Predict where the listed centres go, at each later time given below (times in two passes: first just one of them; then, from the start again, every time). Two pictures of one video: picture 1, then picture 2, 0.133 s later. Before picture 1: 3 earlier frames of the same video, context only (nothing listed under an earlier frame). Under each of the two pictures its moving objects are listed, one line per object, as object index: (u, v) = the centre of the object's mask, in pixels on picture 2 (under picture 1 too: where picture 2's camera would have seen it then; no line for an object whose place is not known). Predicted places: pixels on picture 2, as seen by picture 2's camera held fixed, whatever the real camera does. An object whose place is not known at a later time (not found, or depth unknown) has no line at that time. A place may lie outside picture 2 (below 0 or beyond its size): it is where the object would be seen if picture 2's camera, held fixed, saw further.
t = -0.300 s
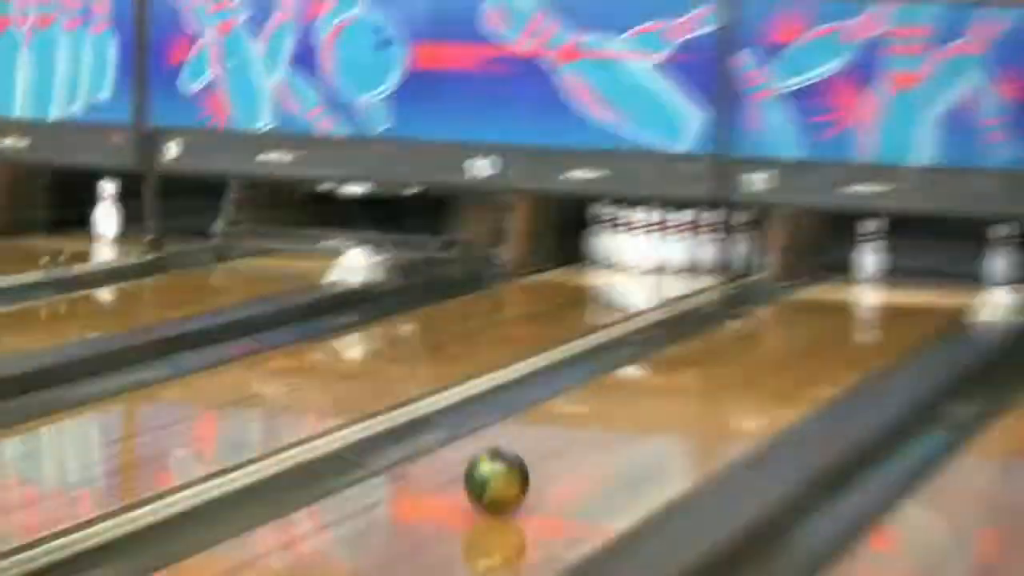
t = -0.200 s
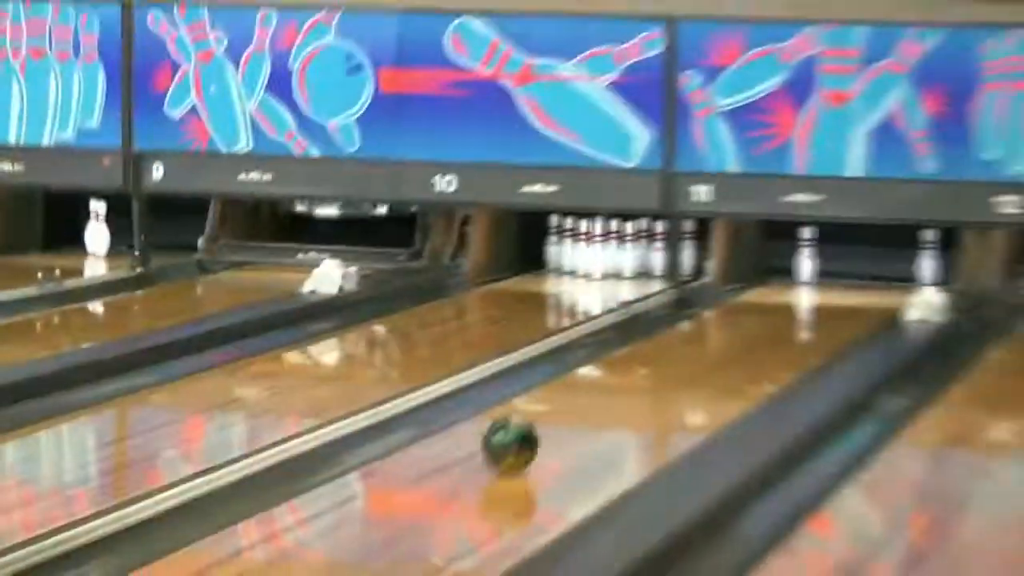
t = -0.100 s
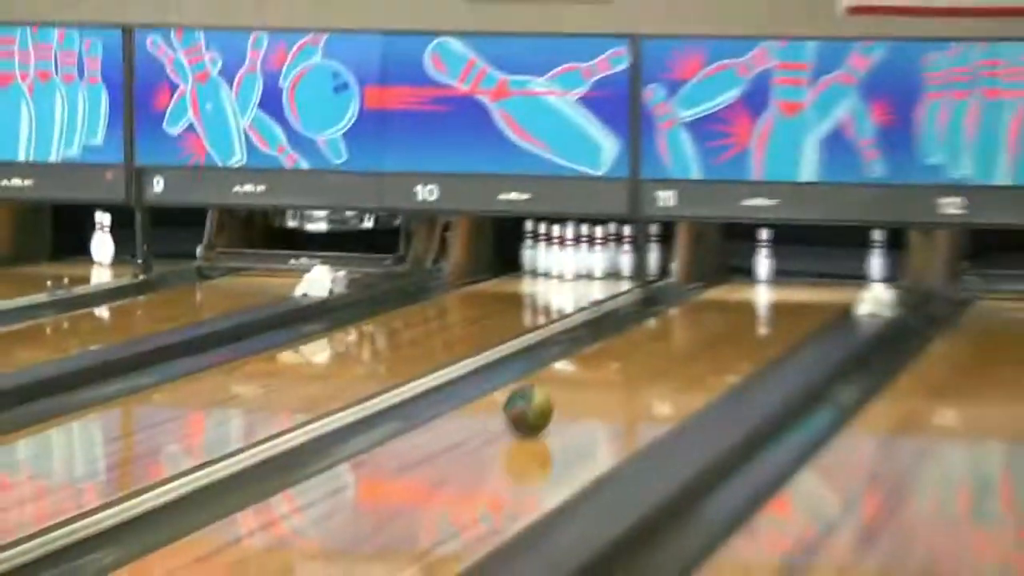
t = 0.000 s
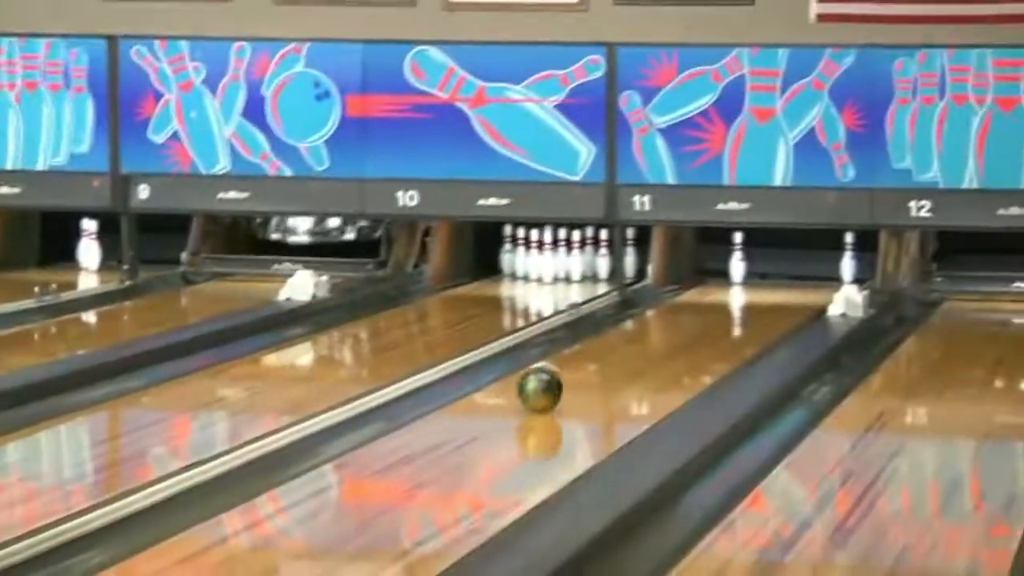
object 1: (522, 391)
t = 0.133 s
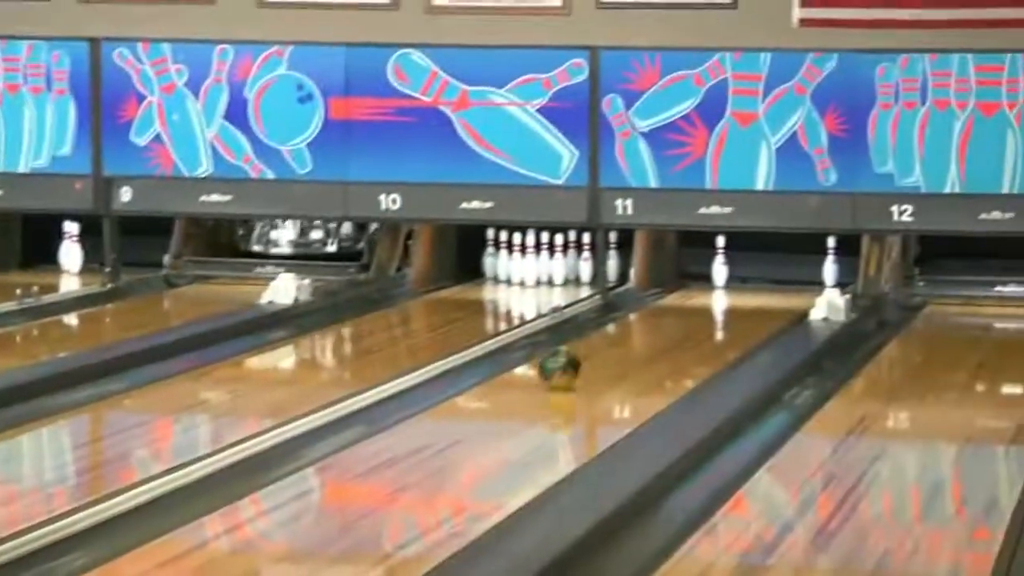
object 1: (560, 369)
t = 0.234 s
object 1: (584, 350)
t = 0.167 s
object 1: (567, 362)
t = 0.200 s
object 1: (576, 357)
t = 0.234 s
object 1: (584, 350)
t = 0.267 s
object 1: (591, 346)
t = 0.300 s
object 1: (599, 342)
